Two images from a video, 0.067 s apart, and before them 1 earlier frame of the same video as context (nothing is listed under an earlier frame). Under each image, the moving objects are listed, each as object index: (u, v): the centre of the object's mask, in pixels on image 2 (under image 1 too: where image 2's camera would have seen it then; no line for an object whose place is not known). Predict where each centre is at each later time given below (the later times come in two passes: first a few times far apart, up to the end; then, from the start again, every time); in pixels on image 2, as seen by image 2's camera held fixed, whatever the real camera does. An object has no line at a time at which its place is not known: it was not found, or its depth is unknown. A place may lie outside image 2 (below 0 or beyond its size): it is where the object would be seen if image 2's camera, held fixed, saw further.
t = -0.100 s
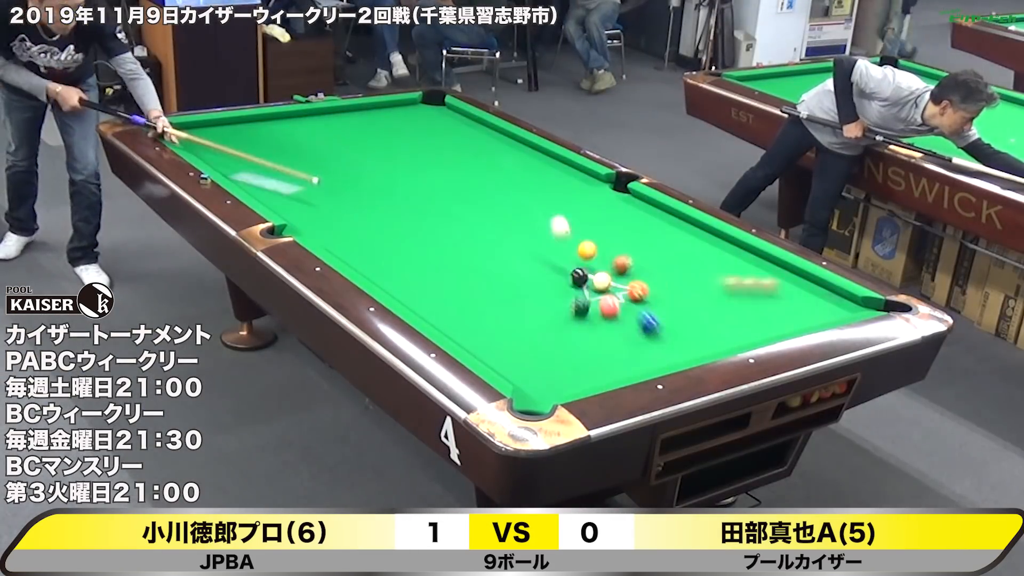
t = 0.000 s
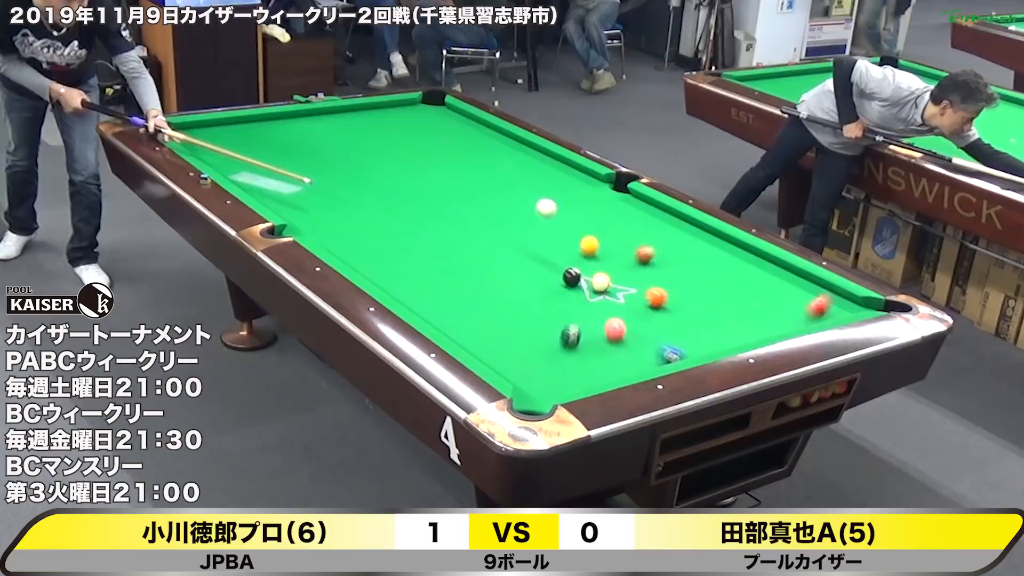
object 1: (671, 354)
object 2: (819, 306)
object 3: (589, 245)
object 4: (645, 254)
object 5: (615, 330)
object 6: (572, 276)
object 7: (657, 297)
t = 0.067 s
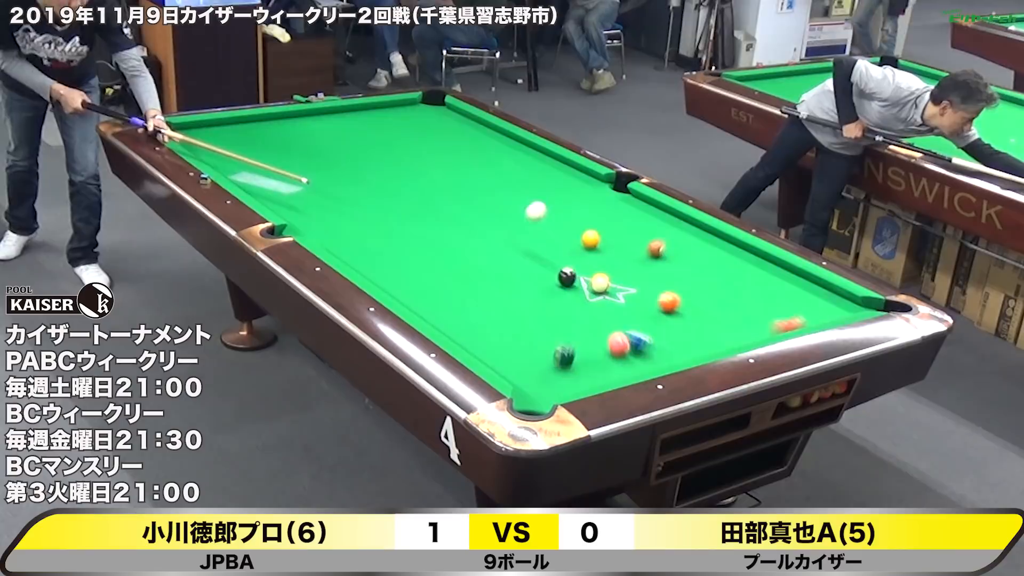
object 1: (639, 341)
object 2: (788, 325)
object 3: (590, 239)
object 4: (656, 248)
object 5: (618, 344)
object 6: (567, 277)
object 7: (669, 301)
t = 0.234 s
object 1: (568, 316)
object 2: (660, 333)
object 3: (594, 221)
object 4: (683, 234)
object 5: (612, 368)
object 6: (555, 277)
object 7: (701, 312)
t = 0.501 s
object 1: (472, 278)
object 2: (481, 342)
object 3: (599, 196)
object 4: (664, 225)
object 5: (533, 353)
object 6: (538, 277)
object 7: (753, 330)
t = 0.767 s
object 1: (388, 245)
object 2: (487, 293)
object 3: (599, 180)
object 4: (612, 223)
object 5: (460, 336)
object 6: (523, 278)
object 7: (754, 323)
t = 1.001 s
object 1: (322, 220)
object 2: (497, 254)
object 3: (582, 187)
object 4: (566, 222)
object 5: (447, 317)
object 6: (511, 278)
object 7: (742, 311)
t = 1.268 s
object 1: (254, 192)
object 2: (491, 222)
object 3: (562, 196)
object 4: (544, 218)
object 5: (440, 294)
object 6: (499, 279)
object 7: (730, 298)
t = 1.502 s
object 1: (234, 172)
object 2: (456, 206)
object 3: (545, 203)
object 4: (568, 211)
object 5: (435, 276)
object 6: (490, 279)
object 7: (720, 288)
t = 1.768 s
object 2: (421, 189)
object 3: (525, 211)
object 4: (592, 203)
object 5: (430, 257)
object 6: (482, 279)
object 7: (711, 278)
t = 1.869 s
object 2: (409, 183)
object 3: (518, 214)
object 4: (600, 201)
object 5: (428, 251)
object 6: (479, 279)
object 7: (707, 275)
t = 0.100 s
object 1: (621, 333)
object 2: (762, 328)
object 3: (591, 235)
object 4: (662, 245)
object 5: (620, 351)
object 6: (564, 277)
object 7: (675, 303)
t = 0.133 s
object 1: (607, 331)
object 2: (736, 330)
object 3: (592, 232)
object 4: (667, 242)
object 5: (622, 358)
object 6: (562, 277)
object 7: (681, 306)
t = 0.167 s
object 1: (593, 326)
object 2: (709, 331)
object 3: (593, 228)
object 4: (672, 240)
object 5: (623, 365)
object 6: (559, 277)
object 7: (688, 308)
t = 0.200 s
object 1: (580, 320)
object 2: (684, 333)
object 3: (593, 225)
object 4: (678, 237)
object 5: (623, 369)
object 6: (557, 277)
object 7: (695, 310)
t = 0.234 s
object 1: (568, 316)
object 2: (660, 333)
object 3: (594, 221)
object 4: (683, 234)
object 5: (612, 368)
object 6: (555, 277)
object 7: (701, 312)
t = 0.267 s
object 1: (554, 310)
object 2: (636, 334)
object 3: (595, 218)
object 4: (689, 231)
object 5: (601, 368)
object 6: (553, 277)
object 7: (707, 315)
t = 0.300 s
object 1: (542, 305)
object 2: (613, 335)
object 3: (595, 215)
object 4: (694, 228)
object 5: (592, 365)
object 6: (551, 277)
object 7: (714, 317)
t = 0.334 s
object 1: (530, 301)
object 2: (592, 336)
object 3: (596, 212)
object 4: (698, 226)
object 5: (582, 363)
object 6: (549, 277)
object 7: (720, 319)
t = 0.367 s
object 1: (519, 296)
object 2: (568, 338)
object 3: (597, 208)
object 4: (693, 225)
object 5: (571, 361)
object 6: (546, 277)
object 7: (727, 321)
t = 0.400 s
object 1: (506, 292)
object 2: (547, 338)
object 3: (597, 205)
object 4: (685, 225)
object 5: (562, 359)
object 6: (544, 277)
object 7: (733, 324)
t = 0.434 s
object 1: (495, 287)
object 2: (525, 339)
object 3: (598, 202)
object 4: (678, 226)
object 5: (553, 357)
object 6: (542, 277)
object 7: (740, 326)
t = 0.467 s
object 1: (483, 282)
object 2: (503, 340)
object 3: (598, 199)
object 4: (672, 225)
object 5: (543, 355)
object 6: (540, 277)
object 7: (747, 328)
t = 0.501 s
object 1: (472, 278)
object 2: (481, 342)
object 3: (599, 196)
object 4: (664, 225)
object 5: (533, 353)
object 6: (538, 277)
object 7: (753, 330)
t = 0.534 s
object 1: (461, 274)
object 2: (463, 339)
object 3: (600, 193)
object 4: (658, 225)
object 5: (524, 351)
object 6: (536, 277)
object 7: (759, 331)
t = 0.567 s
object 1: (450, 269)
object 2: (466, 334)
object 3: (600, 190)
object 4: (651, 225)
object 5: (514, 349)
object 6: (534, 277)
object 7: (764, 331)
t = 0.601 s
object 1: (440, 265)
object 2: (471, 326)
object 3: (601, 187)
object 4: (645, 224)
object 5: (505, 347)
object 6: (532, 278)
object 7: (763, 330)
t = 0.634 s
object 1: (429, 262)
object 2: (476, 319)
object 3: (601, 185)
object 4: (638, 224)
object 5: (497, 345)
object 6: (530, 278)
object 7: (761, 329)
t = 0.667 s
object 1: (418, 257)
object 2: (480, 312)
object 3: (602, 182)
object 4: (632, 223)
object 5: (487, 343)
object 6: (528, 278)
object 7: (759, 328)
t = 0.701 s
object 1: (408, 253)
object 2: (483, 305)
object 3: (602, 179)
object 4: (625, 223)
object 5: (478, 342)
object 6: (526, 278)
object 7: (757, 327)
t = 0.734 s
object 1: (398, 249)
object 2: (485, 299)
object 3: (601, 178)
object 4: (618, 223)
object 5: (469, 339)
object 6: (525, 278)
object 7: (755, 325)
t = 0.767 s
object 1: (388, 245)
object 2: (487, 293)
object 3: (599, 180)
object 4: (612, 223)
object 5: (460, 336)
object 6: (523, 278)
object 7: (754, 323)
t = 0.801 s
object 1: (378, 241)
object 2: (488, 287)
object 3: (596, 181)
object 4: (605, 223)
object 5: (454, 333)
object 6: (521, 278)
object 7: (752, 321)
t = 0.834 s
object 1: (369, 238)
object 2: (490, 281)
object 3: (594, 182)
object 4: (599, 223)
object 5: (452, 331)
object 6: (519, 278)
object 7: (750, 319)
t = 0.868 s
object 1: (359, 235)
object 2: (492, 275)
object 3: (591, 183)
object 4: (592, 223)
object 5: (451, 328)
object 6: (518, 278)
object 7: (749, 318)
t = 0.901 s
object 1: (350, 230)
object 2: (493, 269)
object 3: (589, 184)
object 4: (586, 222)
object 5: (450, 326)
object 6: (516, 278)
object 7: (747, 316)
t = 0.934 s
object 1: (340, 227)
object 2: (494, 264)
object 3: (587, 185)
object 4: (579, 222)
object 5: (449, 323)
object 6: (514, 278)
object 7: (745, 314)
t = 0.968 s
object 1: (331, 223)
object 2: (496, 259)
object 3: (584, 186)
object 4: (572, 222)
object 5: (448, 320)
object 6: (512, 278)
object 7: (744, 312)
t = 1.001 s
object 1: (322, 220)
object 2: (497, 254)
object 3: (582, 187)
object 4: (566, 222)
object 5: (447, 317)
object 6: (511, 278)
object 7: (742, 311)
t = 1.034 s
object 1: (313, 216)
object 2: (499, 249)
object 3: (579, 188)
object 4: (560, 222)
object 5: (446, 314)
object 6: (509, 278)
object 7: (740, 309)
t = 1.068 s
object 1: (304, 213)
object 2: (500, 244)
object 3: (577, 190)
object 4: (553, 221)
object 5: (445, 311)
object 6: (508, 278)
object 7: (738, 308)
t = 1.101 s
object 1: (295, 209)
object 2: (502, 239)
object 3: (574, 191)
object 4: (547, 221)
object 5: (444, 308)
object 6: (506, 278)
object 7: (737, 306)
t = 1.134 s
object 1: (286, 206)
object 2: (503, 235)
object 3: (572, 192)
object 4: (545, 221)
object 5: (443, 305)
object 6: (505, 278)
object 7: (736, 304)
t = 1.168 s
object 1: (278, 203)
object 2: (504, 230)
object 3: (569, 192)
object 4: (545, 220)
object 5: (443, 302)
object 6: (503, 278)
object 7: (734, 303)
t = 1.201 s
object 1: (269, 200)
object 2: (503, 227)
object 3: (567, 194)
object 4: (544, 219)
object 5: (442, 300)
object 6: (502, 279)
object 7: (733, 302)
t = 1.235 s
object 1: (262, 196)
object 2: (497, 224)
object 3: (564, 195)
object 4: (543, 219)
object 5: (441, 297)
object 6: (500, 279)
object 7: (731, 300)
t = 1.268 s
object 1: (254, 192)
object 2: (491, 222)
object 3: (562, 196)
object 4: (544, 218)
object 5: (440, 294)
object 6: (499, 279)
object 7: (730, 298)
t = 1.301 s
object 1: (248, 188)
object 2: (485, 220)
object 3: (560, 197)
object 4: (548, 217)
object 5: (440, 291)
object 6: (498, 279)
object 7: (728, 297)
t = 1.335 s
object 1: (246, 186)
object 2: (480, 218)
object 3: (557, 198)
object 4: (552, 216)
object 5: (439, 289)
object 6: (496, 279)
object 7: (727, 295)
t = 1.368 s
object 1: (243, 183)
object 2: (475, 215)
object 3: (554, 198)
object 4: (556, 215)
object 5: (438, 286)
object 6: (495, 279)
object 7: (725, 294)
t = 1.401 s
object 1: (241, 181)
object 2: (470, 213)
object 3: (552, 199)
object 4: (559, 214)
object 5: (437, 284)
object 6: (494, 279)
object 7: (724, 293)
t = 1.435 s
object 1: (239, 178)
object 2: (465, 211)
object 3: (550, 201)
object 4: (562, 213)
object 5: (437, 281)
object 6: (493, 279)
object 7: (723, 291)
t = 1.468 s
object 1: (237, 175)
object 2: (461, 208)
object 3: (547, 202)
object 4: (565, 212)
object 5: (436, 278)
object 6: (491, 279)
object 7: (721, 290)
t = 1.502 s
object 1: (234, 172)
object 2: (456, 206)
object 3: (545, 203)
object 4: (568, 211)
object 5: (435, 276)
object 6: (490, 279)
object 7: (720, 288)
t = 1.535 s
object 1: (232, 170)
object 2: (452, 204)
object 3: (542, 204)
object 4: (571, 210)
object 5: (435, 274)
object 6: (489, 279)
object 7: (719, 287)
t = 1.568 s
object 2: (447, 202)
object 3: (540, 205)
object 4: (574, 209)
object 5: (434, 271)
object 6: (488, 279)
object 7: (718, 286)
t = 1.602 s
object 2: (442, 199)
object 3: (537, 206)
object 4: (578, 208)
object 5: (433, 269)
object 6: (487, 279)
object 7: (716, 285)
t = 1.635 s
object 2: (438, 197)
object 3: (535, 207)
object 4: (580, 207)
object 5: (433, 266)
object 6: (486, 279)
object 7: (715, 283)
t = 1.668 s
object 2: (434, 195)
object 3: (533, 208)
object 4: (583, 206)
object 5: (432, 264)
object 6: (485, 279)
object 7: (714, 282)
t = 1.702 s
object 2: (429, 193)
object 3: (530, 209)
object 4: (587, 205)
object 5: (432, 262)
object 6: (484, 279)
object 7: (713, 281)
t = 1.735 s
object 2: (425, 191)
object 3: (528, 211)
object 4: (589, 205)
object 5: (431, 260)
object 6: (483, 279)
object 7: (712, 279)
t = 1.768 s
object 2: (421, 189)
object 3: (525, 211)
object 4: (592, 203)
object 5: (430, 257)
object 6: (482, 279)
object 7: (711, 278)
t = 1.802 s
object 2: (417, 187)
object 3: (522, 212)
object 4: (595, 202)
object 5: (430, 255)
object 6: (481, 279)
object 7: (710, 277)
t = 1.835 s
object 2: (413, 185)
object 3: (520, 213)
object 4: (598, 202)
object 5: (429, 253)
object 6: (480, 279)
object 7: (709, 276)
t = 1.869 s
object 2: (409, 183)
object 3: (518, 214)
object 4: (600, 201)
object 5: (428, 251)
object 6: (479, 279)
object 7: (707, 275)
